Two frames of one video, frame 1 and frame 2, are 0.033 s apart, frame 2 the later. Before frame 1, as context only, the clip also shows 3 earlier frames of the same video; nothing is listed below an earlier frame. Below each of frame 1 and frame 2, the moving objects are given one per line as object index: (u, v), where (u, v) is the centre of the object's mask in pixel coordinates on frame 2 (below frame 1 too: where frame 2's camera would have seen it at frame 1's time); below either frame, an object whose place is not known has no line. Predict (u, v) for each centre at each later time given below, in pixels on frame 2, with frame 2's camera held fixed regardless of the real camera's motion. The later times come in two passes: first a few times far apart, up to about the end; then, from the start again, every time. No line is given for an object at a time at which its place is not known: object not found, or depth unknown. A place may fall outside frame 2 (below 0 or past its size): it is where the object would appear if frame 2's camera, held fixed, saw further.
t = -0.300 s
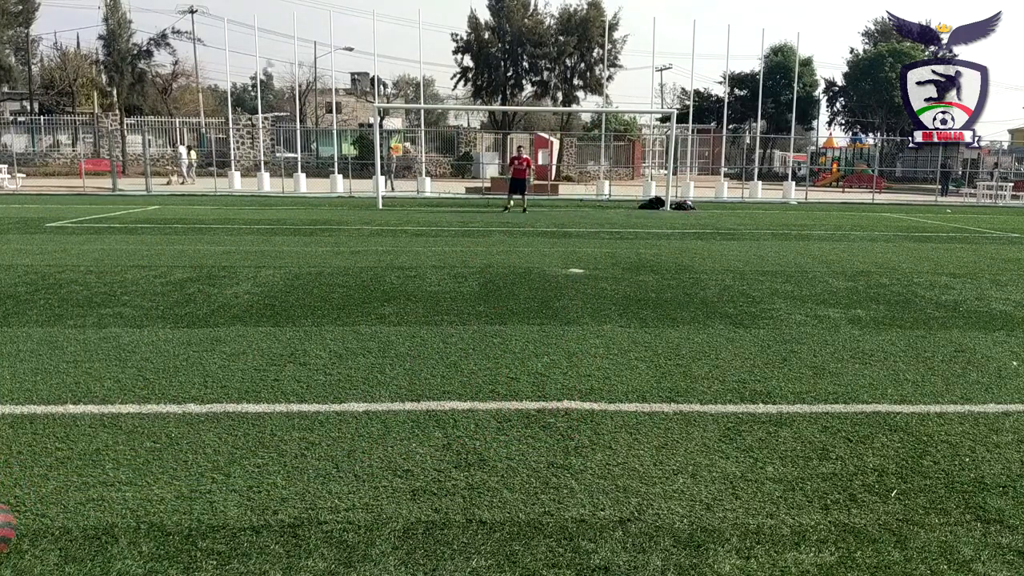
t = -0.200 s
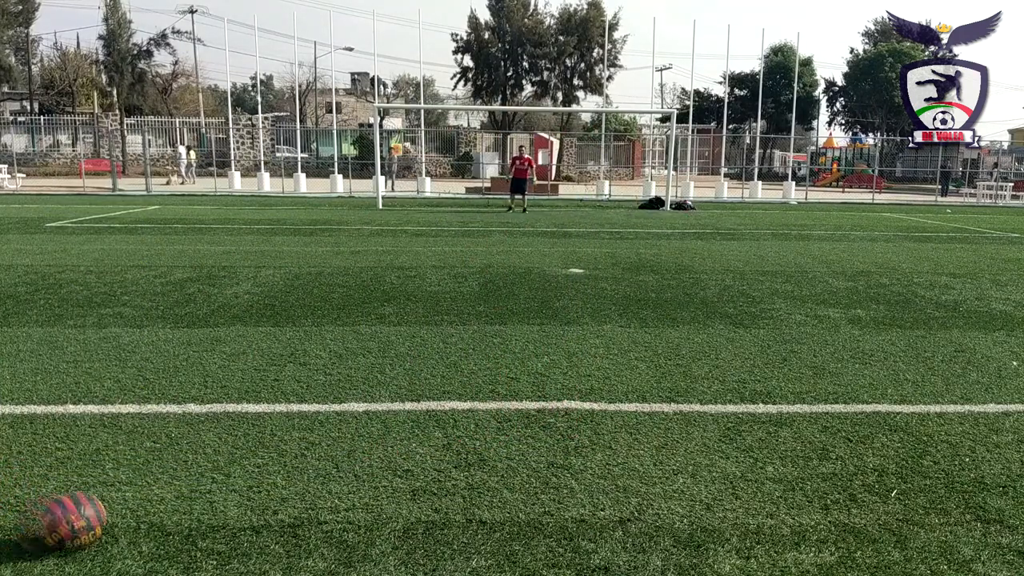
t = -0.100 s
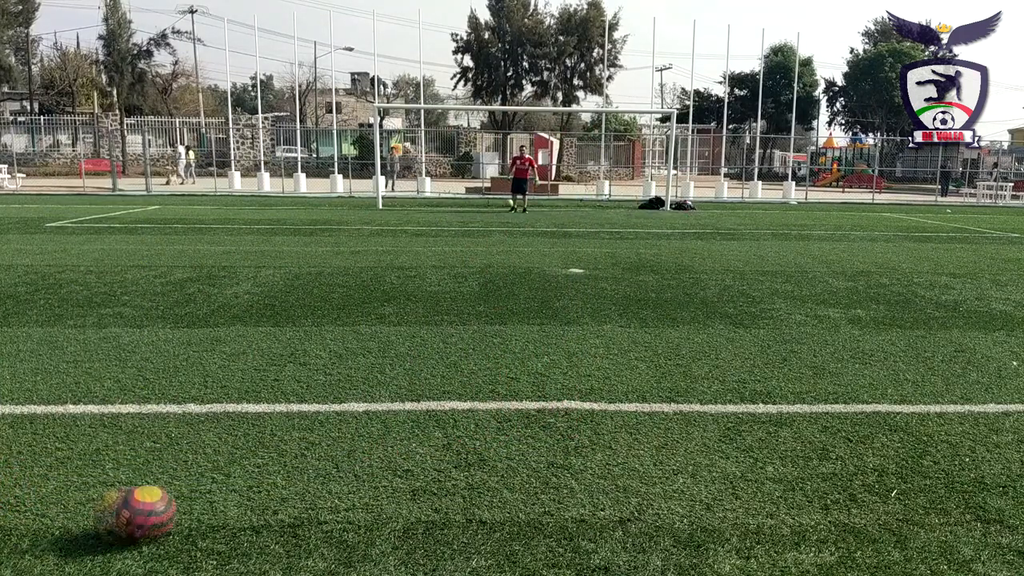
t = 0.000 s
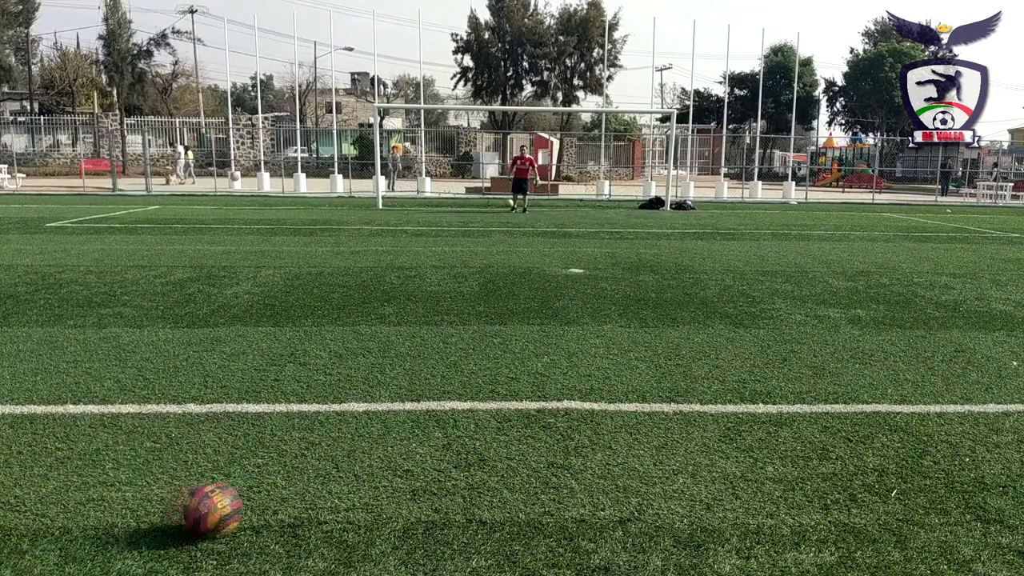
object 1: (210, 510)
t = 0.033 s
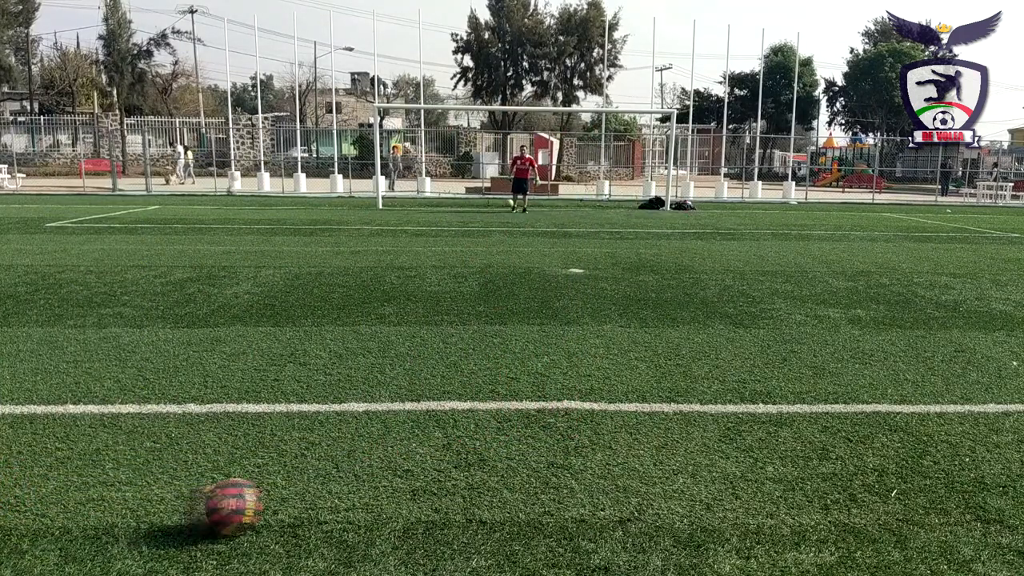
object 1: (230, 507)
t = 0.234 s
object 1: (346, 495)
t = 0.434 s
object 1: (455, 487)
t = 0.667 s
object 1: (564, 480)
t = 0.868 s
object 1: (654, 475)
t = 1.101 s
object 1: (748, 473)
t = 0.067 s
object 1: (247, 505)
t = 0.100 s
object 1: (270, 504)
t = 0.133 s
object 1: (292, 501)
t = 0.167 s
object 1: (312, 498)
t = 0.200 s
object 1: (331, 496)
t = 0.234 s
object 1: (346, 495)
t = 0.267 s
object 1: (364, 495)
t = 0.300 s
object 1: (389, 494)
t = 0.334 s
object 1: (401, 490)
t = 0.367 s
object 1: (423, 489)
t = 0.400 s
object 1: (435, 489)
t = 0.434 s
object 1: (455, 487)
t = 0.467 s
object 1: (472, 486)
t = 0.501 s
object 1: (489, 484)
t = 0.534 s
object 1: (504, 484)
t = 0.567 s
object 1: (523, 484)
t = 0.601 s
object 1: (538, 483)
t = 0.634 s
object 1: (554, 480)
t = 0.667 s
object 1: (564, 480)
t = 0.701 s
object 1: (581, 478)
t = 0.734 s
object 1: (595, 478)
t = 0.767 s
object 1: (613, 476)
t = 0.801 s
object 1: (627, 476)
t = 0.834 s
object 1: (637, 475)
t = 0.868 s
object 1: (654, 475)
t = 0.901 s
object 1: (666, 476)
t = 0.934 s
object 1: (680, 476)
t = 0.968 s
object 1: (697, 475)
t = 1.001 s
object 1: (708, 474)
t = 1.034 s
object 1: (720, 474)
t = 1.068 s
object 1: (736, 474)
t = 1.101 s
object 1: (748, 473)
